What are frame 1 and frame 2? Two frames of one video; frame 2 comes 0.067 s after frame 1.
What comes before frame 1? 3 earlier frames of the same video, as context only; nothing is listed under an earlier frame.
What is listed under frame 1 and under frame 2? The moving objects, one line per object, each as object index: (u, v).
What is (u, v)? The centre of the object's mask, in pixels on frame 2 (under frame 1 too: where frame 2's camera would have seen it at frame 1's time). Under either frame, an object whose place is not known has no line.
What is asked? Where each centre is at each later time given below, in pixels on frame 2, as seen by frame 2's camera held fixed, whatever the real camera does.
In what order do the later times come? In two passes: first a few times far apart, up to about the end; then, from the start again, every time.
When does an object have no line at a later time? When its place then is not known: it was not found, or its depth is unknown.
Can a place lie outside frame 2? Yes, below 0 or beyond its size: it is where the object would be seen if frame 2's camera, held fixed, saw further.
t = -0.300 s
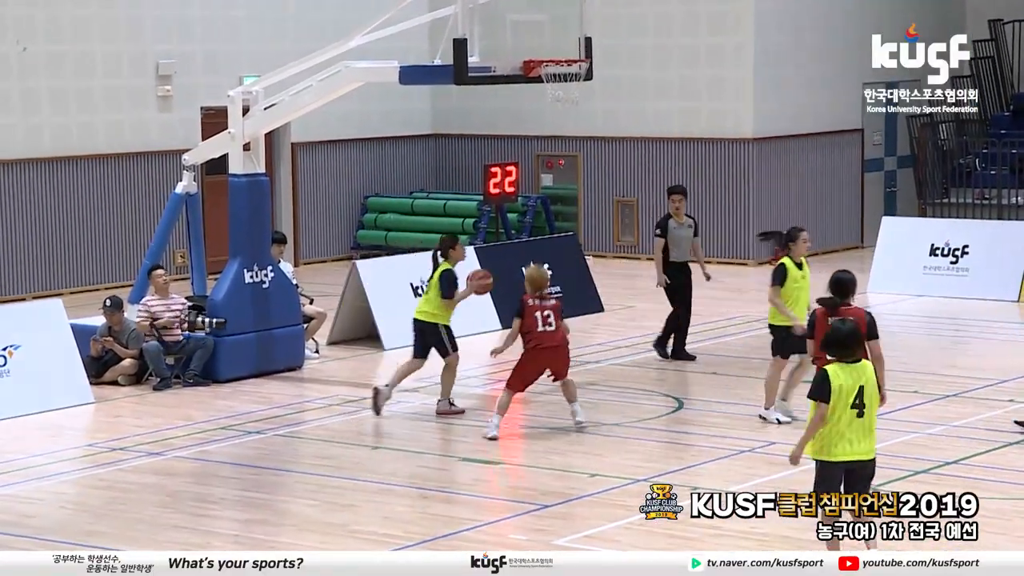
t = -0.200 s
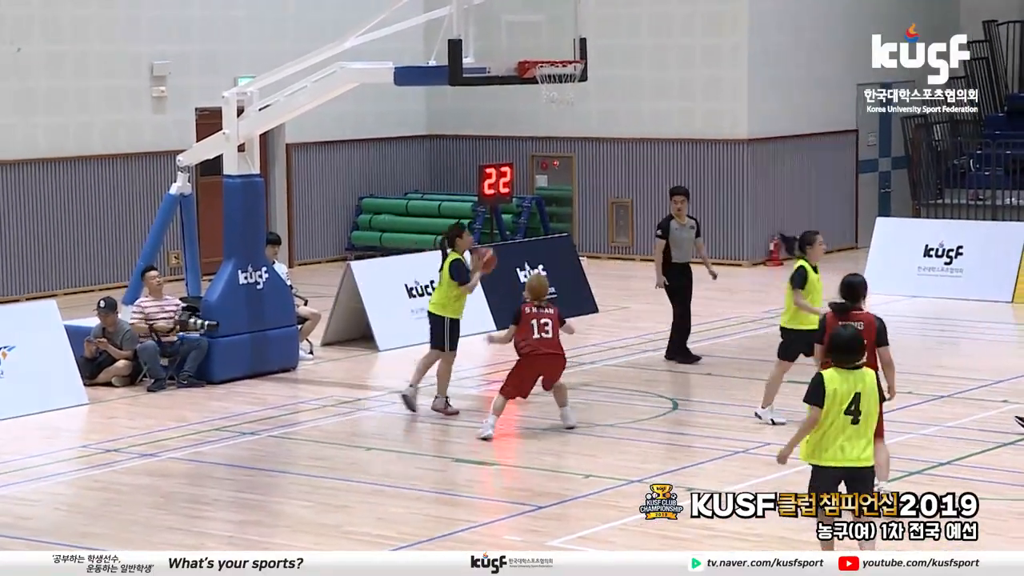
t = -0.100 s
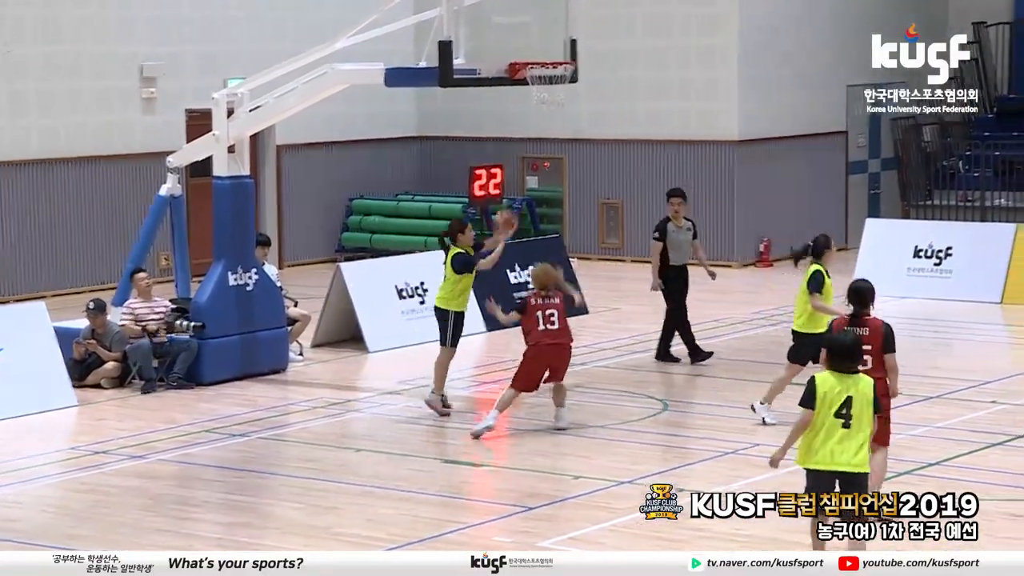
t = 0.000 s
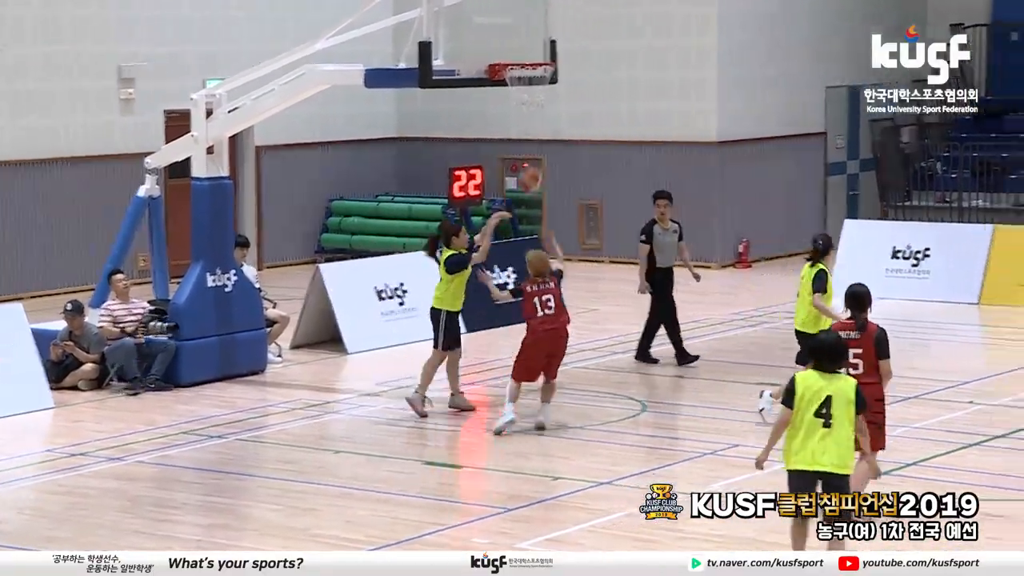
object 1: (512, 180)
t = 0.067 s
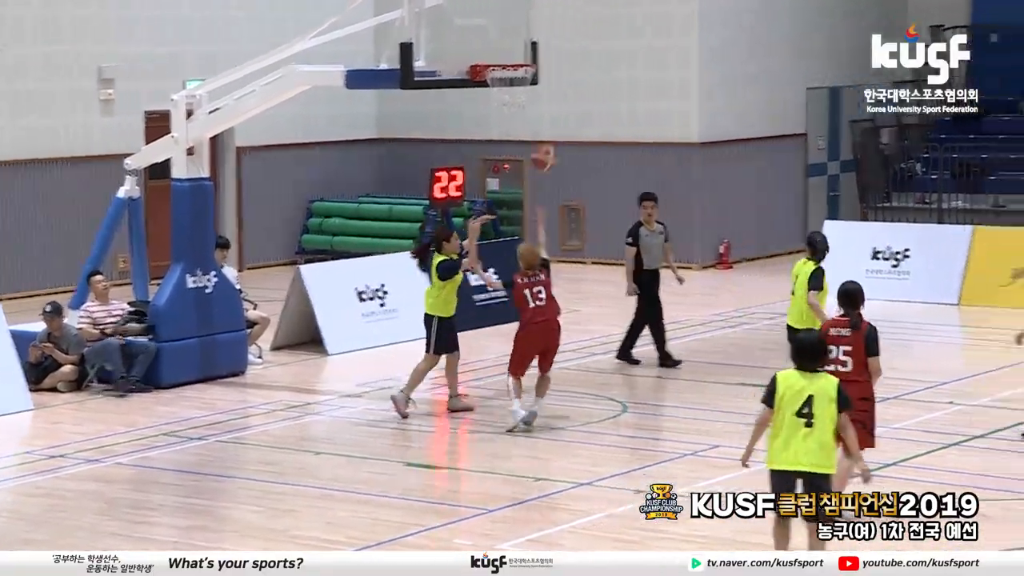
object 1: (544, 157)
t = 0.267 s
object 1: (639, 116)
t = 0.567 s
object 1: (783, 137)
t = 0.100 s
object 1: (558, 148)
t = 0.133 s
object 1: (574, 138)
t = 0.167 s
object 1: (591, 131)
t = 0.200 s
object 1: (606, 125)
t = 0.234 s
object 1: (622, 120)
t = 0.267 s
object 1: (639, 116)
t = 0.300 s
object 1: (655, 114)
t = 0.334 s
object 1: (670, 112)
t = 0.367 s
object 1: (686, 112)
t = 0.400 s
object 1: (702, 113)
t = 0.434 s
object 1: (718, 116)
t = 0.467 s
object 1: (734, 119)
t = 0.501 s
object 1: (750, 124)
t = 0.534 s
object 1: (767, 130)
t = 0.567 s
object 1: (783, 137)
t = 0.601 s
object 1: (799, 146)
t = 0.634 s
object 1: (815, 157)
